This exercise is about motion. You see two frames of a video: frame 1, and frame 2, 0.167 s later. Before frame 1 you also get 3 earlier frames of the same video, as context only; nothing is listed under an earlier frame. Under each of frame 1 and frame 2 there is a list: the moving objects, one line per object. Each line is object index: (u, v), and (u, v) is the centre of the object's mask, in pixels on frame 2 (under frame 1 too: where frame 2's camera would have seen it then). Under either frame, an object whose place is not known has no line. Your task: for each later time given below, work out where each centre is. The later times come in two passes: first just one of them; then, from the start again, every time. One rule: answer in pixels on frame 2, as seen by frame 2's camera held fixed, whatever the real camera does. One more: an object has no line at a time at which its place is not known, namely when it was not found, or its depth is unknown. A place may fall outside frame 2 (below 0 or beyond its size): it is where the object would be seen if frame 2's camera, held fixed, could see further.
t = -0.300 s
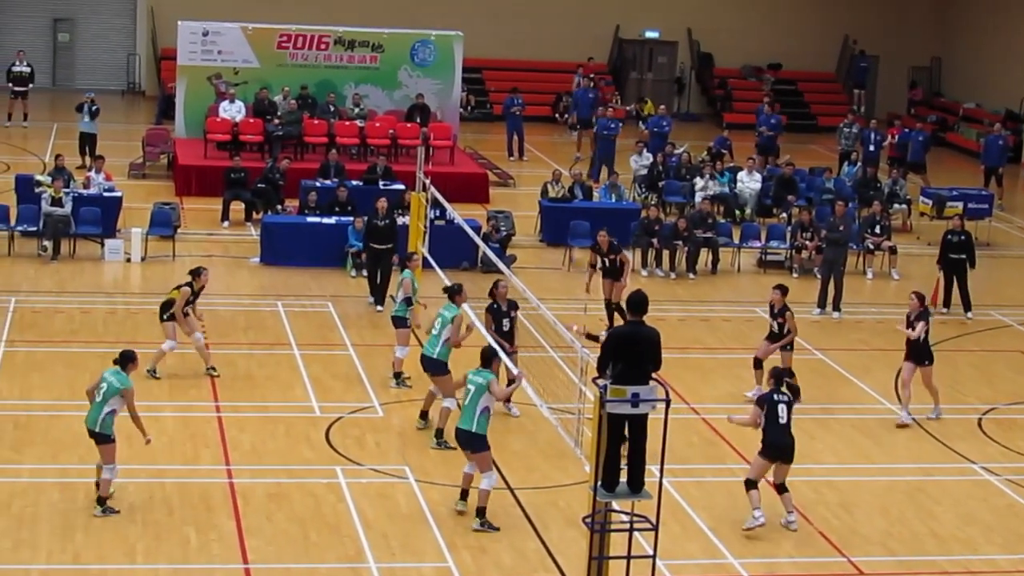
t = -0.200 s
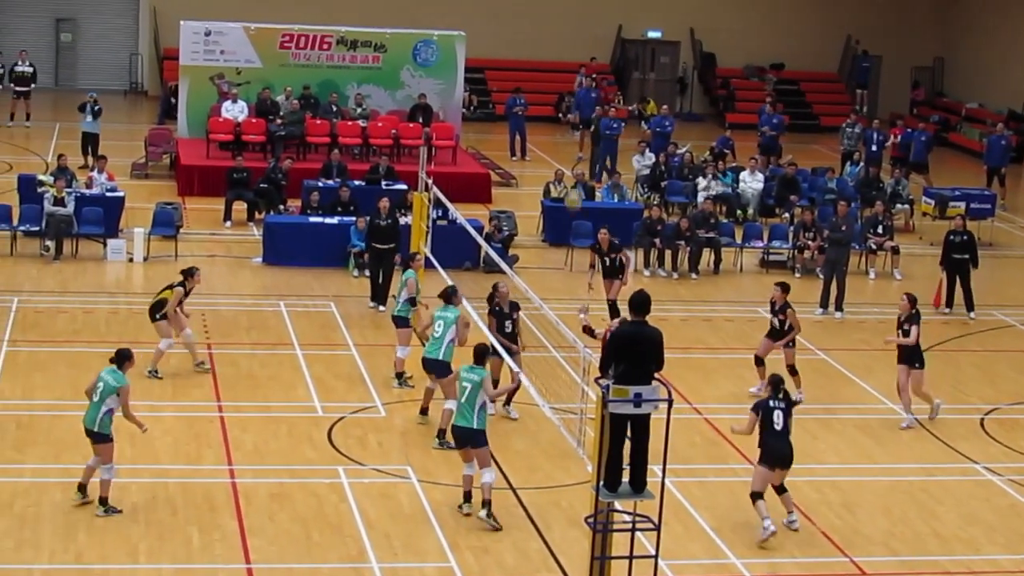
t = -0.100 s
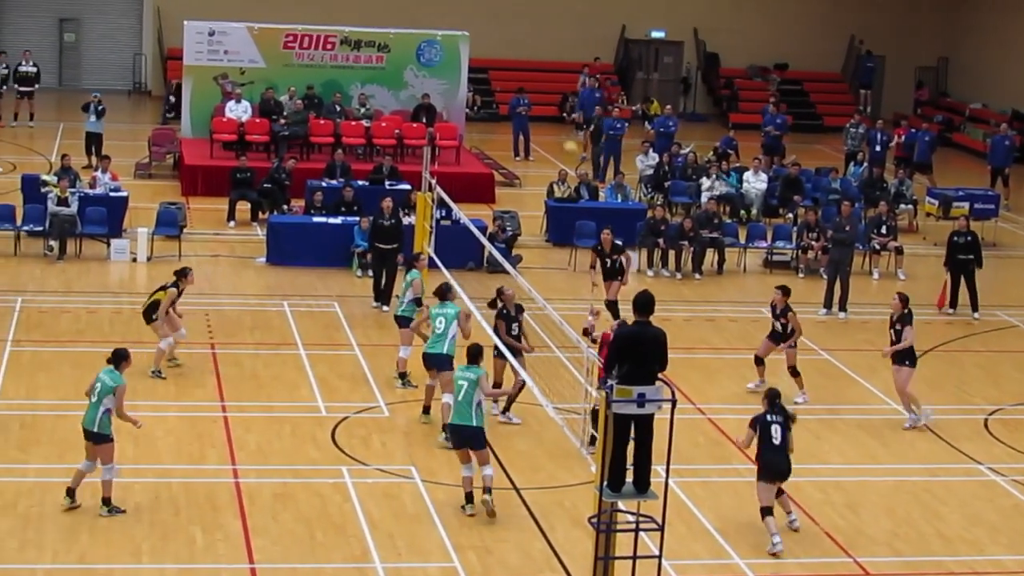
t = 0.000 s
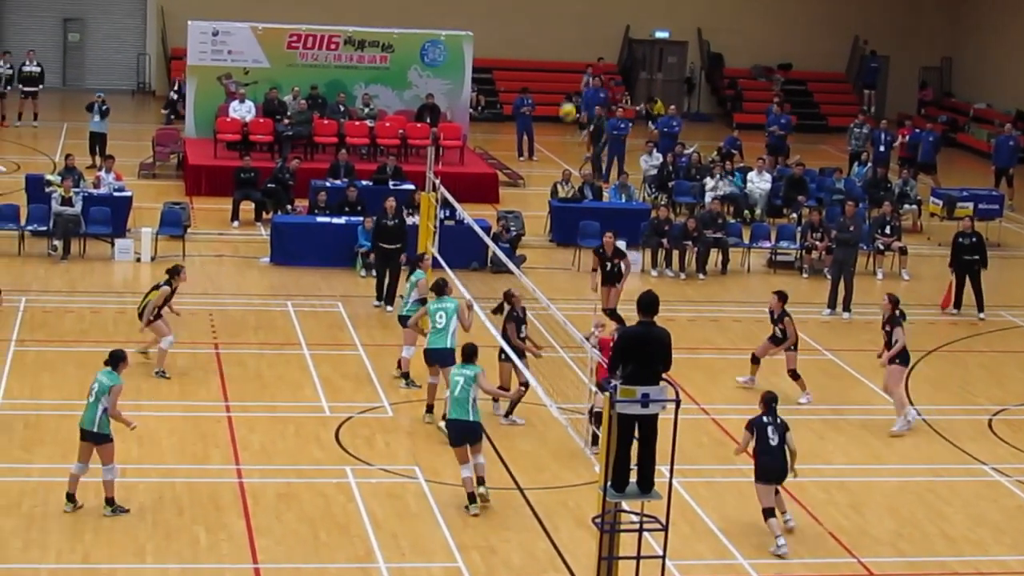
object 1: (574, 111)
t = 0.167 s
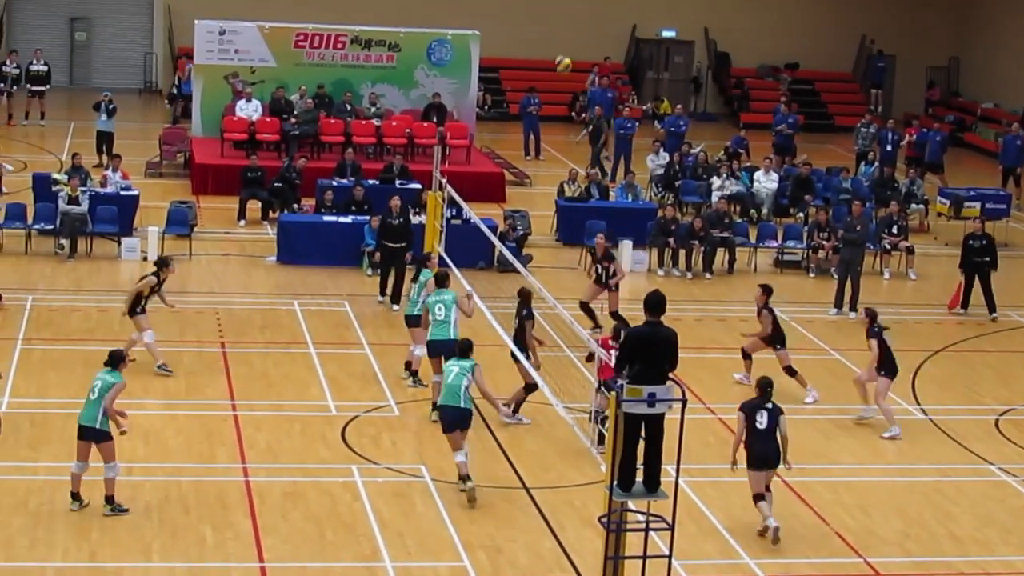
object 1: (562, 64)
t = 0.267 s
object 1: (556, 48)
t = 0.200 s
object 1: (560, 58)
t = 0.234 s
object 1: (558, 53)
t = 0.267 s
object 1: (556, 48)
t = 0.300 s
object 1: (554, 45)
